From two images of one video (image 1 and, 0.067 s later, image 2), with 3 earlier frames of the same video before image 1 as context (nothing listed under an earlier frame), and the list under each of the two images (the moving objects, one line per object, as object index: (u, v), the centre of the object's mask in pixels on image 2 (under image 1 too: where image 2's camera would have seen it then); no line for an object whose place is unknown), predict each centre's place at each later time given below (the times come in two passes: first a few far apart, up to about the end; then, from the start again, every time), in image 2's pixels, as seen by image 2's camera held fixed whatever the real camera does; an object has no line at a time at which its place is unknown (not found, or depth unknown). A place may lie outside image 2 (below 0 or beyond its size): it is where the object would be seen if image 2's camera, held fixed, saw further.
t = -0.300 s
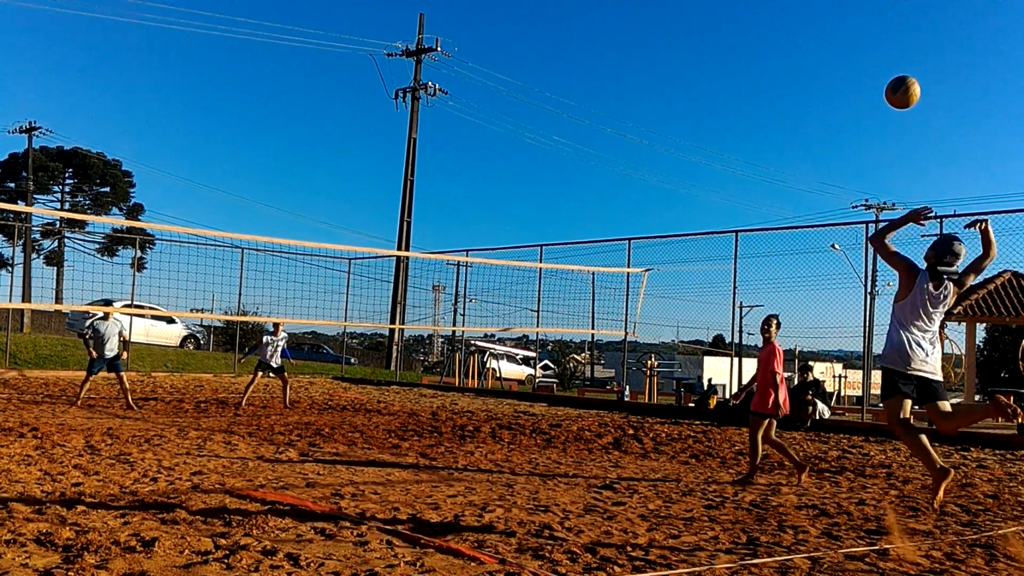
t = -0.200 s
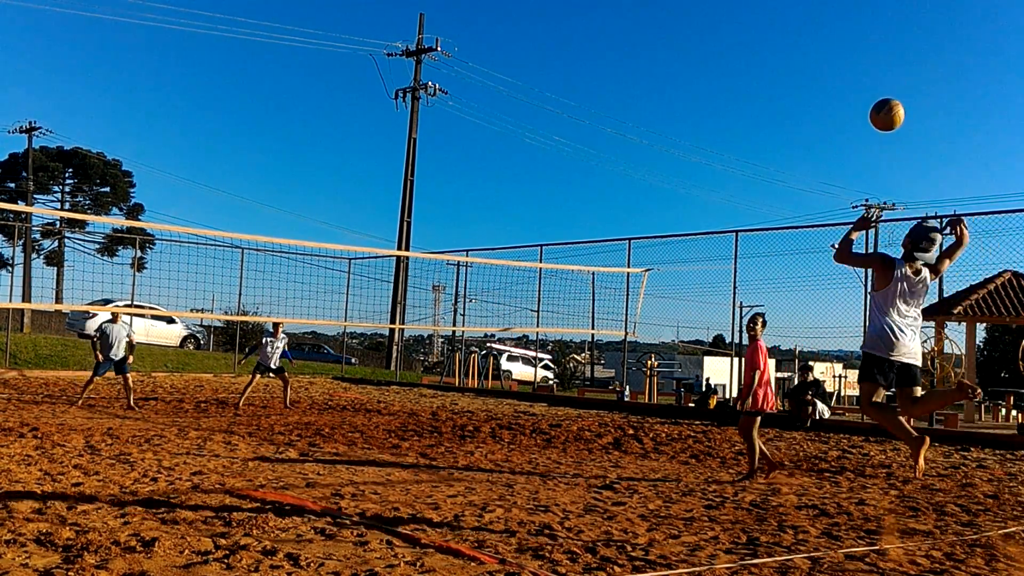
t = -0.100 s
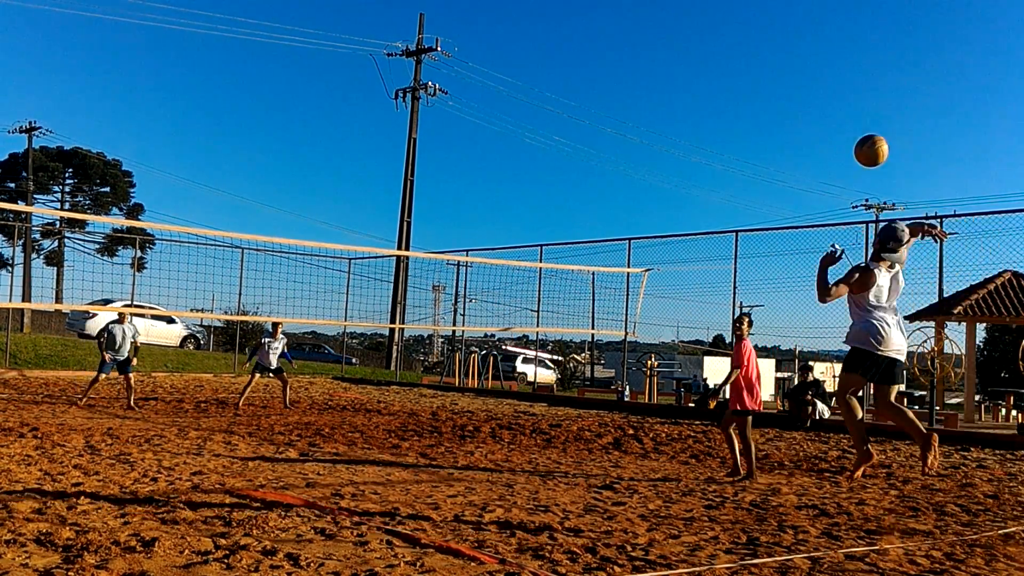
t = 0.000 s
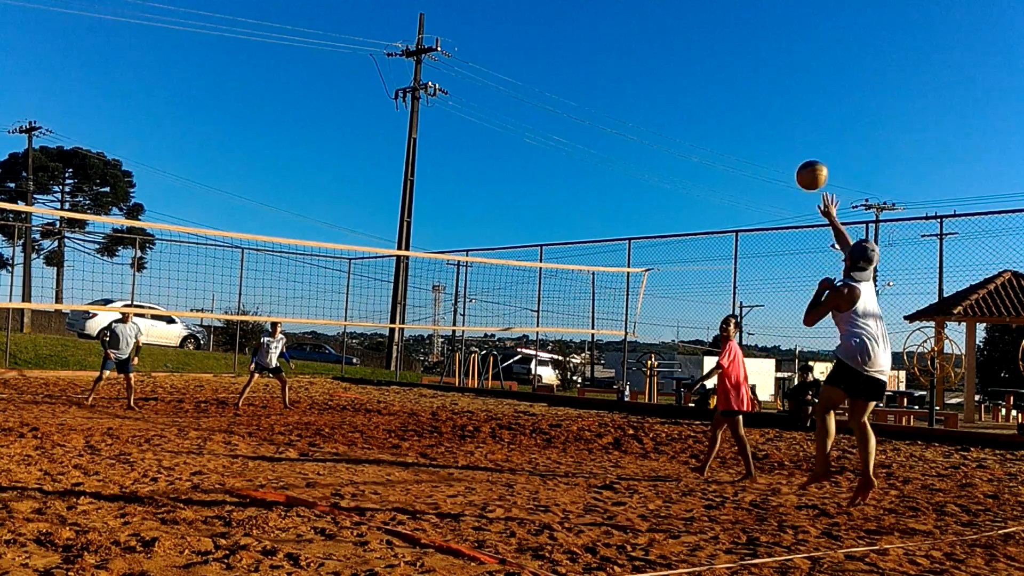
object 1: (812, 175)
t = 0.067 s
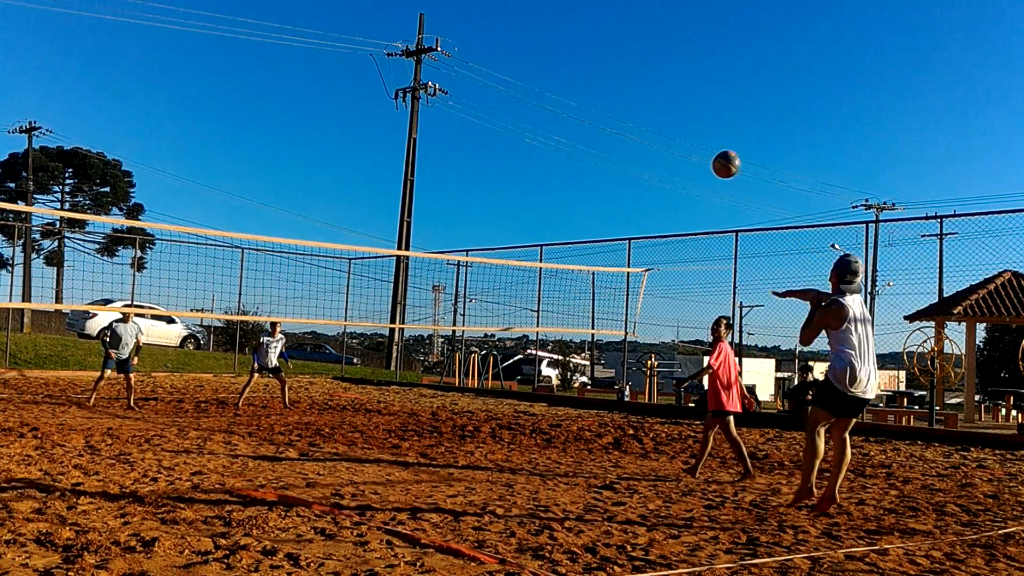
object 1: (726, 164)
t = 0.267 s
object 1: (544, 163)
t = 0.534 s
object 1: (390, 208)
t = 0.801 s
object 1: (289, 285)
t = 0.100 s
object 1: (689, 161)
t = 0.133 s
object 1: (655, 159)
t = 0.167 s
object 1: (624, 158)
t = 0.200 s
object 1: (596, 159)
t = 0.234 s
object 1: (569, 160)
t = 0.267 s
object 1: (544, 163)
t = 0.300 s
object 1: (521, 165)
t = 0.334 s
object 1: (499, 169)
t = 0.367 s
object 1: (478, 174)
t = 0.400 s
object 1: (459, 180)
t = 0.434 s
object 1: (441, 186)
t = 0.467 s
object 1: (423, 192)
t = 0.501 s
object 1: (406, 200)
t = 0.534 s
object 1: (390, 208)
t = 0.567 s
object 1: (376, 216)
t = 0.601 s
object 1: (361, 225)
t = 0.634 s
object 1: (348, 234)
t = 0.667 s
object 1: (335, 244)
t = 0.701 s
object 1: (323, 254)
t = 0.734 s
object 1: (311, 264)
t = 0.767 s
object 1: (299, 274)
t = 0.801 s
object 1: (289, 285)
